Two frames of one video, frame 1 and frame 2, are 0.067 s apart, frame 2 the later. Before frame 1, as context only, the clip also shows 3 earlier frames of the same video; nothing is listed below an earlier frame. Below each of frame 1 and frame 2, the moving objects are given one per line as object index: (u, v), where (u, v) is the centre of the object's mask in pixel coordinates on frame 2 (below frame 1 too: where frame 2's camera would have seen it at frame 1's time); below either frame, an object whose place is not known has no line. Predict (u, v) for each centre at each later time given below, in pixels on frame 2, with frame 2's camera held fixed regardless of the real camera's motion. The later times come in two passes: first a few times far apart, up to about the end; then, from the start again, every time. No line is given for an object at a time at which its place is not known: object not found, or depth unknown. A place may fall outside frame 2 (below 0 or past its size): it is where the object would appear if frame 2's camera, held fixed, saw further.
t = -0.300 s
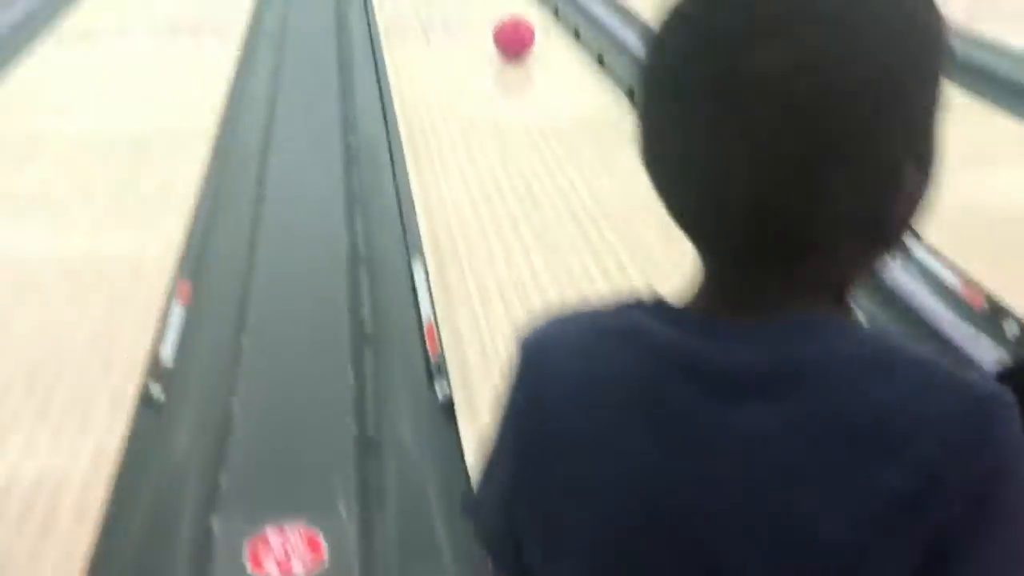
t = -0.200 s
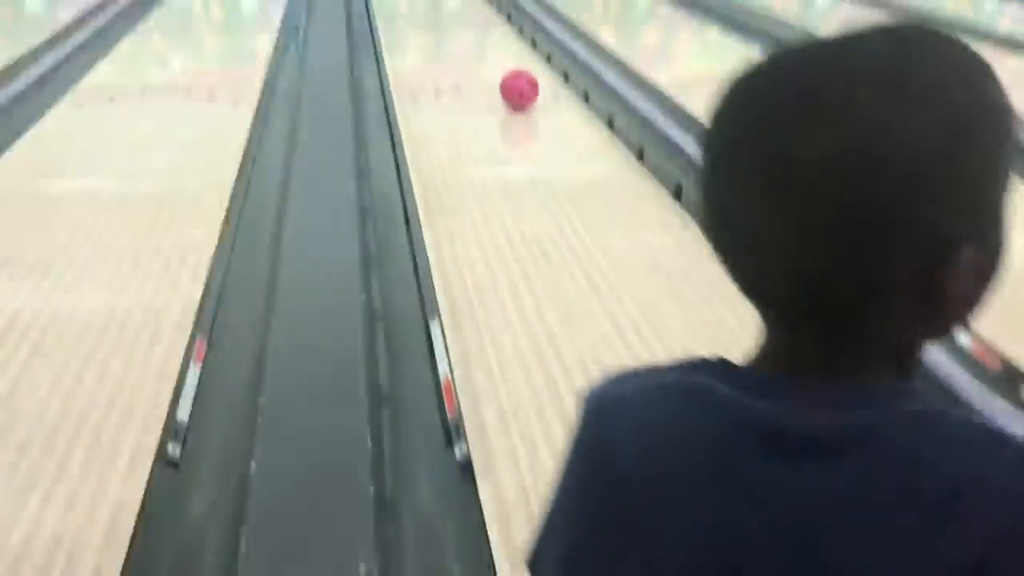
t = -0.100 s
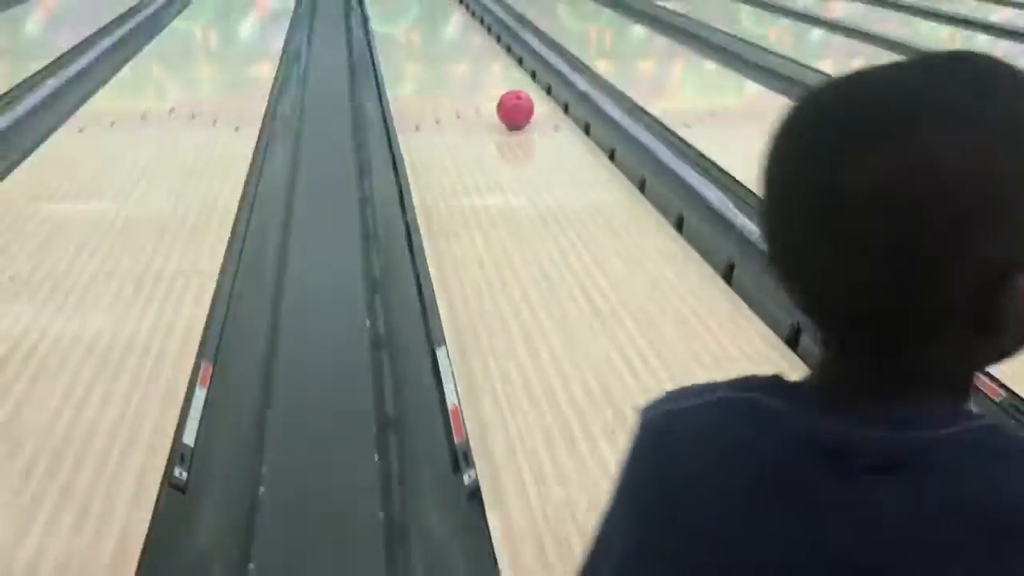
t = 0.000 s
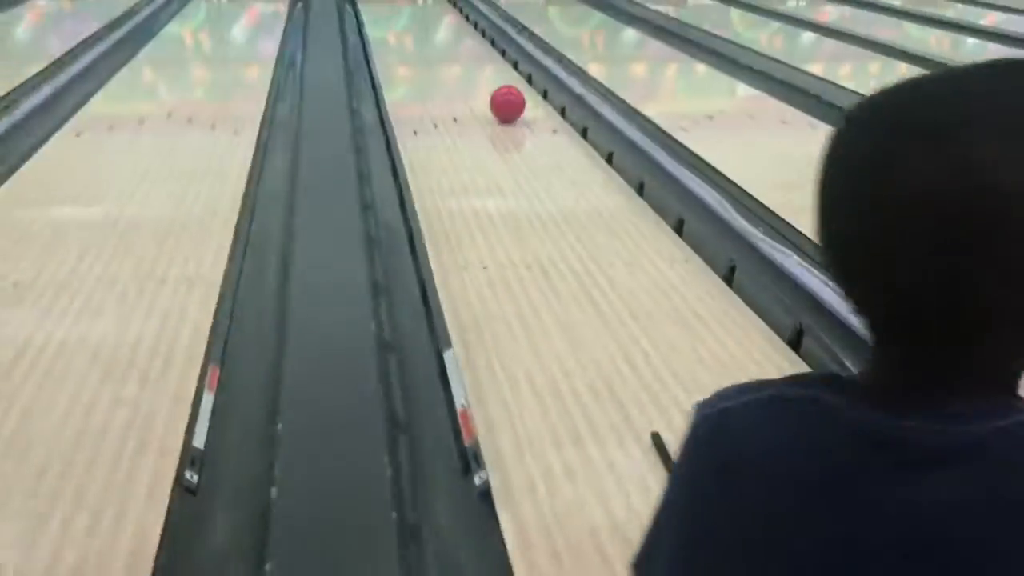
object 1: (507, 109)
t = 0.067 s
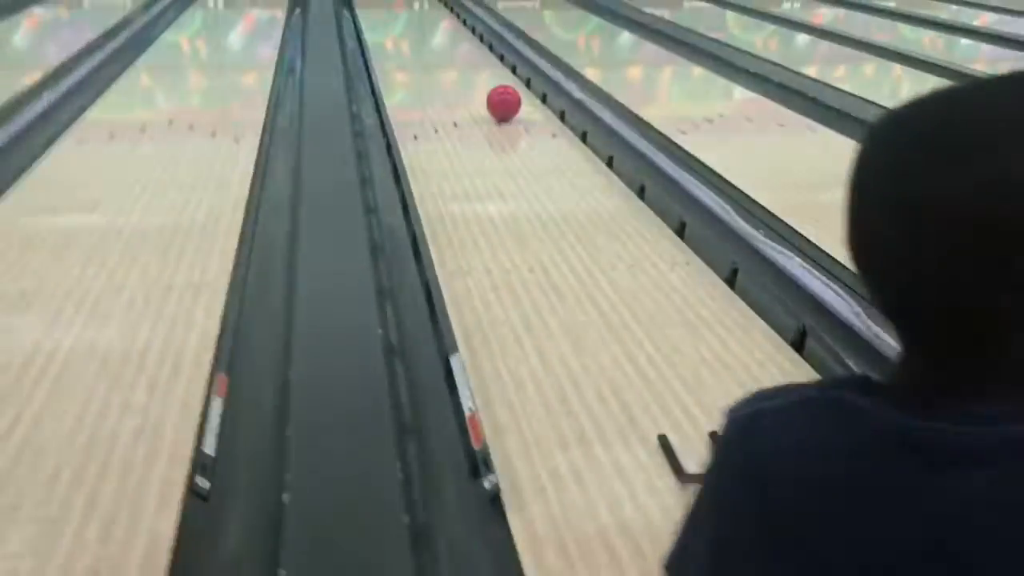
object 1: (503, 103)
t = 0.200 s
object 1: (497, 92)
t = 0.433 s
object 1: (487, 75)
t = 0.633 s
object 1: (481, 63)
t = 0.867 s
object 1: (473, 51)
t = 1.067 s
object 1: (468, 43)
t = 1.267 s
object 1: (464, 34)
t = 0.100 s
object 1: (502, 100)
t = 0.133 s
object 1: (500, 98)
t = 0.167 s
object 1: (498, 95)
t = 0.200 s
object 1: (497, 92)
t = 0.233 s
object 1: (496, 90)
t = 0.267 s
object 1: (494, 88)
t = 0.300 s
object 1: (493, 85)
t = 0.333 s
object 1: (491, 83)
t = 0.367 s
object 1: (490, 80)
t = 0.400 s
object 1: (489, 78)
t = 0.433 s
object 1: (487, 75)
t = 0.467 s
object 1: (487, 73)
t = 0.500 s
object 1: (485, 71)
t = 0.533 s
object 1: (484, 69)
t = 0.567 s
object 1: (483, 67)
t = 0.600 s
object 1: (482, 65)
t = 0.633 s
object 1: (481, 63)
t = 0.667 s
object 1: (480, 61)
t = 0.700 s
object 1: (478, 60)
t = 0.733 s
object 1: (477, 58)
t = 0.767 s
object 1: (476, 56)
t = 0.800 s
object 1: (475, 55)
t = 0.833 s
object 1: (474, 53)
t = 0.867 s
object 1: (473, 51)
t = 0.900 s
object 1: (472, 49)
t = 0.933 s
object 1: (471, 48)
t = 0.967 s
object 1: (470, 47)
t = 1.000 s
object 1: (469, 45)
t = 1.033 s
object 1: (469, 44)
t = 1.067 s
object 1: (468, 43)
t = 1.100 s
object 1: (467, 41)
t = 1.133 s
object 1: (467, 38)
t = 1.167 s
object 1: (465, 37)
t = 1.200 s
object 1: (465, 36)
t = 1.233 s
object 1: (465, 35)
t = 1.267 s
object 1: (464, 34)
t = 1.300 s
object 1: (463, 32)
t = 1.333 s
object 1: (461, 31)
